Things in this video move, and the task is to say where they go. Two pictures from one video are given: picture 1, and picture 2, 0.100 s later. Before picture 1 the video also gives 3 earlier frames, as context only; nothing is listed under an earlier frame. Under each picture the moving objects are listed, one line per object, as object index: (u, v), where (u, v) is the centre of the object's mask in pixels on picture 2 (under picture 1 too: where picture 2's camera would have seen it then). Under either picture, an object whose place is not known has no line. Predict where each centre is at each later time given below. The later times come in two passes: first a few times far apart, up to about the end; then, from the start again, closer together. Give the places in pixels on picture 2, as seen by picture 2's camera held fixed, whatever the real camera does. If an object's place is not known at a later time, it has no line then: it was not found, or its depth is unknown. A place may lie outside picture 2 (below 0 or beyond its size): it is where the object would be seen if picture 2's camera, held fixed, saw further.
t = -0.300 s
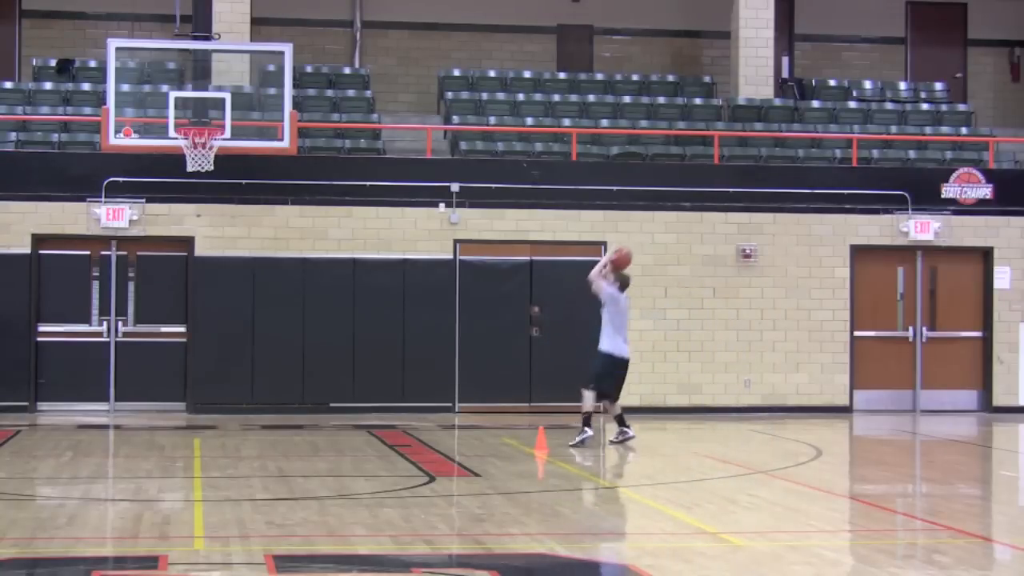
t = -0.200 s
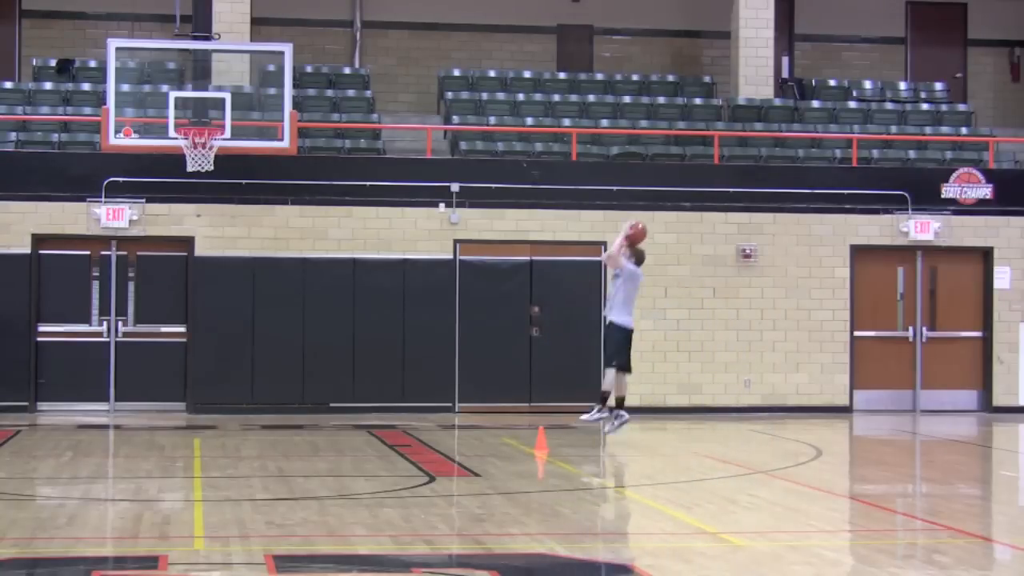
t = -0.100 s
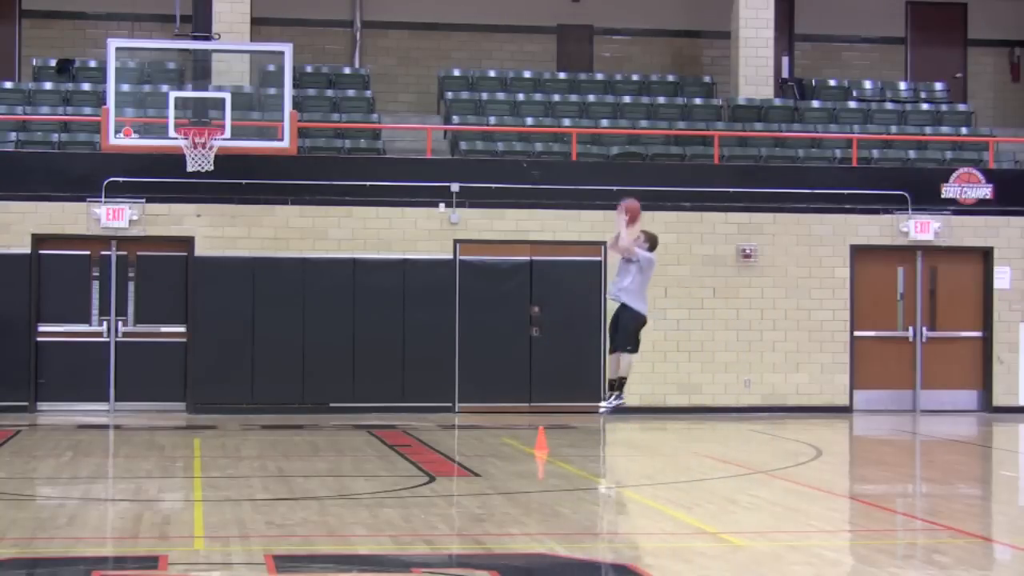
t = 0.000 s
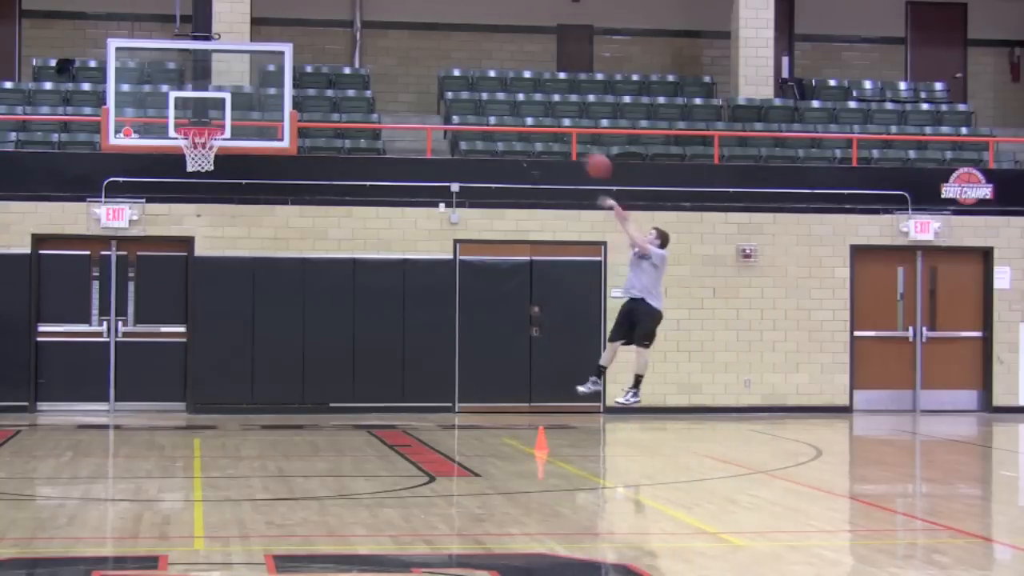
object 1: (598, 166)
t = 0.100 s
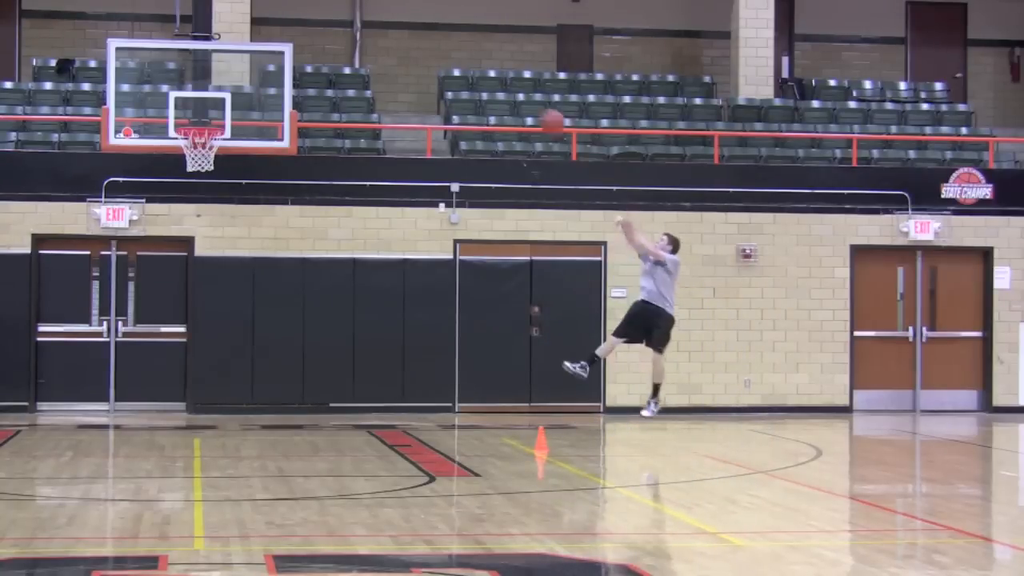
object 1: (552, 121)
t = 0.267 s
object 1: (477, 71)
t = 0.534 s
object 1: (357, 47)
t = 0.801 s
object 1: (238, 92)
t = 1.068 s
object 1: (210, 187)
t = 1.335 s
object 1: (238, 316)
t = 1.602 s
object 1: (269, 375)
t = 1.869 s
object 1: (310, 275)
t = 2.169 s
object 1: (354, 246)
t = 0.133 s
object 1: (538, 109)
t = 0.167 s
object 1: (522, 98)
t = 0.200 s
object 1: (508, 89)
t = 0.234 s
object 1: (492, 79)
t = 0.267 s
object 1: (477, 71)
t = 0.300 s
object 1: (462, 64)
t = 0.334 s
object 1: (447, 58)
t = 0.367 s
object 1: (433, 54)
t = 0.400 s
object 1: (418, 51)
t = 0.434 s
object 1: (402, 48)
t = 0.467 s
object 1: (388, 47)
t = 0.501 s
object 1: (372, 46)
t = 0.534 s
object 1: (357, 47)
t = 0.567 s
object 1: (342, 50)
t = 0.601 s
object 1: (327, 52)
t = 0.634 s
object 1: (313, 55)
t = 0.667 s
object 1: (297, 61)
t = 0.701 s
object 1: (281, 68)
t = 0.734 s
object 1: (267, 75)
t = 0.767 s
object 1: (252, 84)
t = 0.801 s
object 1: (238, 92)
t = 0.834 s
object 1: (221, 104)
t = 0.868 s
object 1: (206, 114)
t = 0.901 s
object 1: (192, 121)
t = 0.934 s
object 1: (187, 141)
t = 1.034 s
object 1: (206, 178)
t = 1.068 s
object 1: (210, 187)
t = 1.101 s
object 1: (214, 198)
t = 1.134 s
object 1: (217, 211)
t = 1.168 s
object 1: (221, 227)
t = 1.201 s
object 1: (224, 242)
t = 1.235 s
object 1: (228, 259)
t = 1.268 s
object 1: (231, 277)
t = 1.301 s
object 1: (234, 296)
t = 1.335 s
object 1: (238, 316)
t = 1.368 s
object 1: (241, 338)
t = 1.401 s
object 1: (244, 360)
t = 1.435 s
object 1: (248, 384)
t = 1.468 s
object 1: (250, 407)
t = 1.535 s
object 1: (259, 410)
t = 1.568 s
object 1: (264, 392)
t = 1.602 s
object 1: (269, 375)
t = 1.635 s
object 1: (274, 359)
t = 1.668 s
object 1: (279, 344)
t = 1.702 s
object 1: (284, 330)
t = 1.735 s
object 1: (289, 317)
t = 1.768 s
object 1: (294, 305)
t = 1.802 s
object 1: (299, 294)
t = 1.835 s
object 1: (304, 284)
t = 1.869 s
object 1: (310, 275)
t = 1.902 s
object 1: (315, 268)
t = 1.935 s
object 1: (319, 262)
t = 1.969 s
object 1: (324, 256)
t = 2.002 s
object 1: (329, 252)
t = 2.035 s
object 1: (335, 248)
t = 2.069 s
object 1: (340, 246)
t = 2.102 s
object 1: (345, 245)
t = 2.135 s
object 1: (349, 245)
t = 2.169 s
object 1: (354, 246)
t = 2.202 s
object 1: (359, 248)
